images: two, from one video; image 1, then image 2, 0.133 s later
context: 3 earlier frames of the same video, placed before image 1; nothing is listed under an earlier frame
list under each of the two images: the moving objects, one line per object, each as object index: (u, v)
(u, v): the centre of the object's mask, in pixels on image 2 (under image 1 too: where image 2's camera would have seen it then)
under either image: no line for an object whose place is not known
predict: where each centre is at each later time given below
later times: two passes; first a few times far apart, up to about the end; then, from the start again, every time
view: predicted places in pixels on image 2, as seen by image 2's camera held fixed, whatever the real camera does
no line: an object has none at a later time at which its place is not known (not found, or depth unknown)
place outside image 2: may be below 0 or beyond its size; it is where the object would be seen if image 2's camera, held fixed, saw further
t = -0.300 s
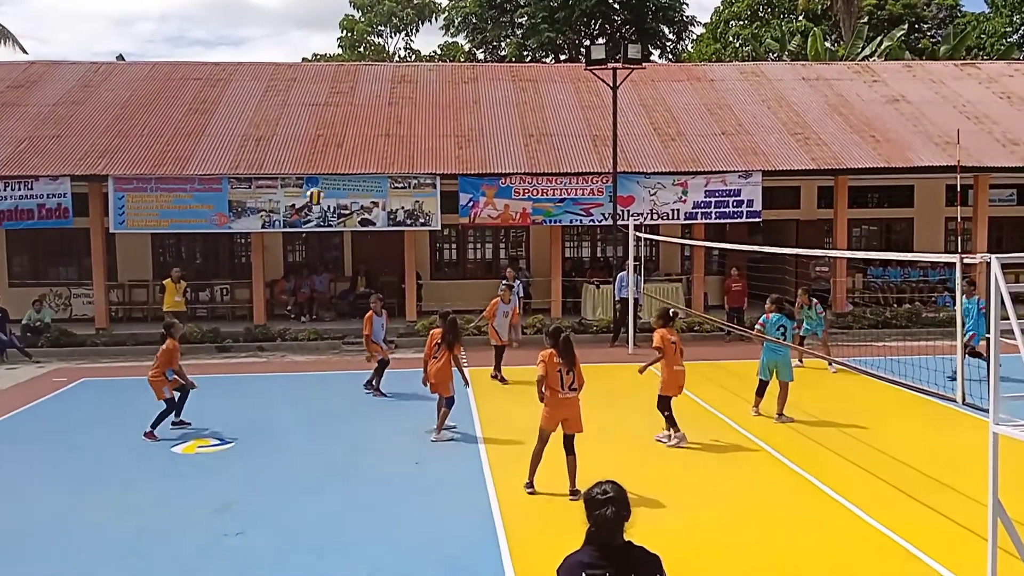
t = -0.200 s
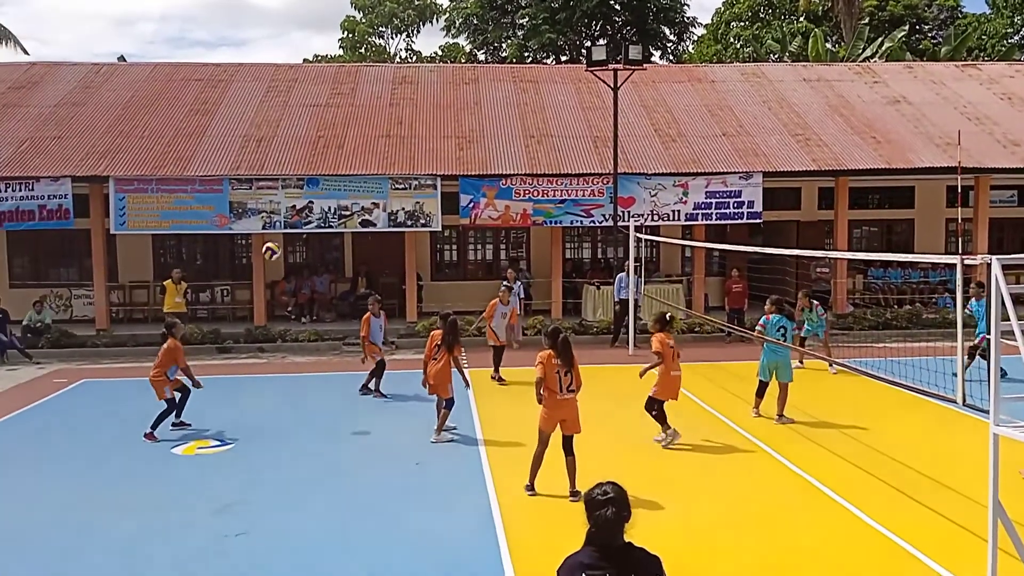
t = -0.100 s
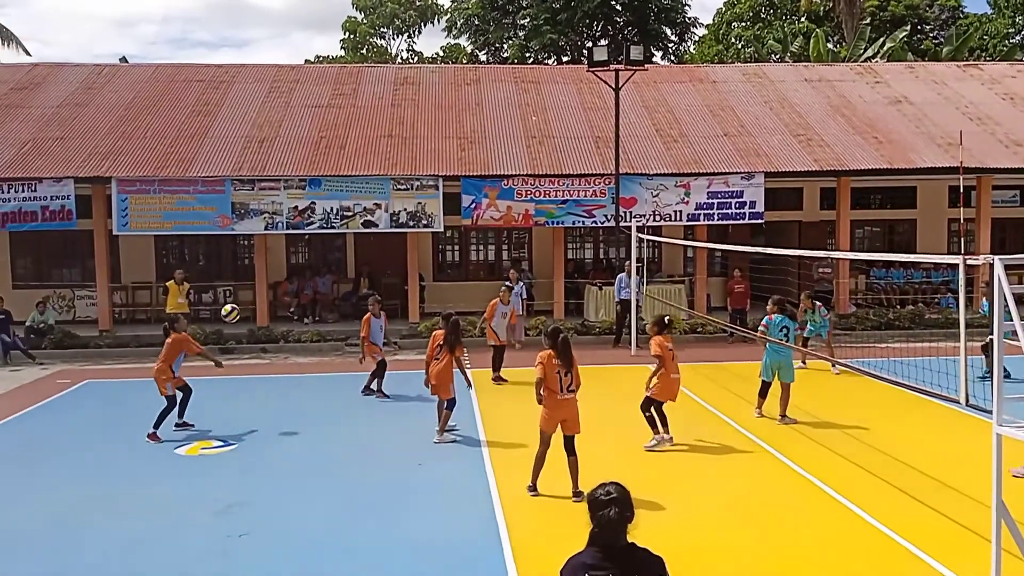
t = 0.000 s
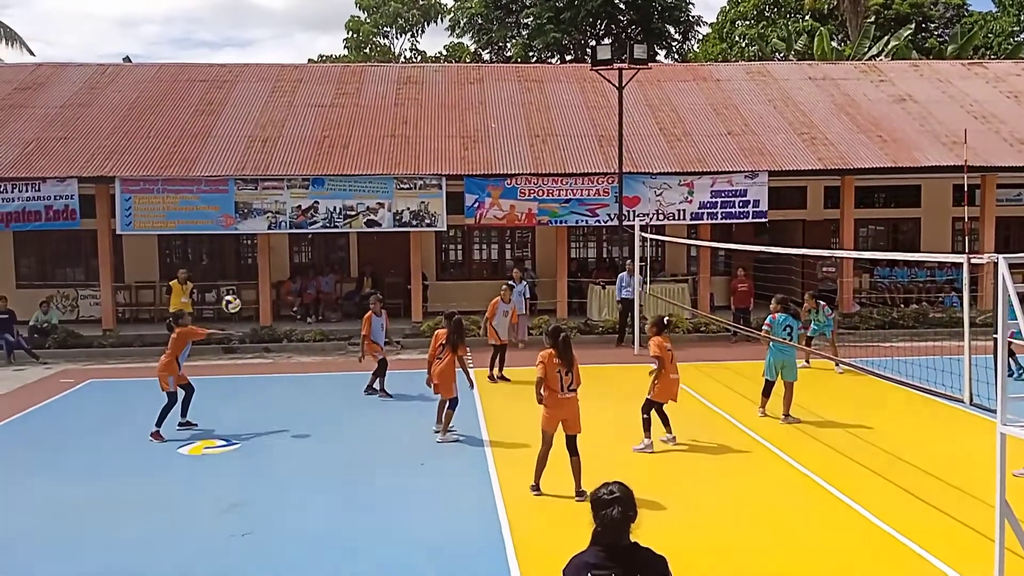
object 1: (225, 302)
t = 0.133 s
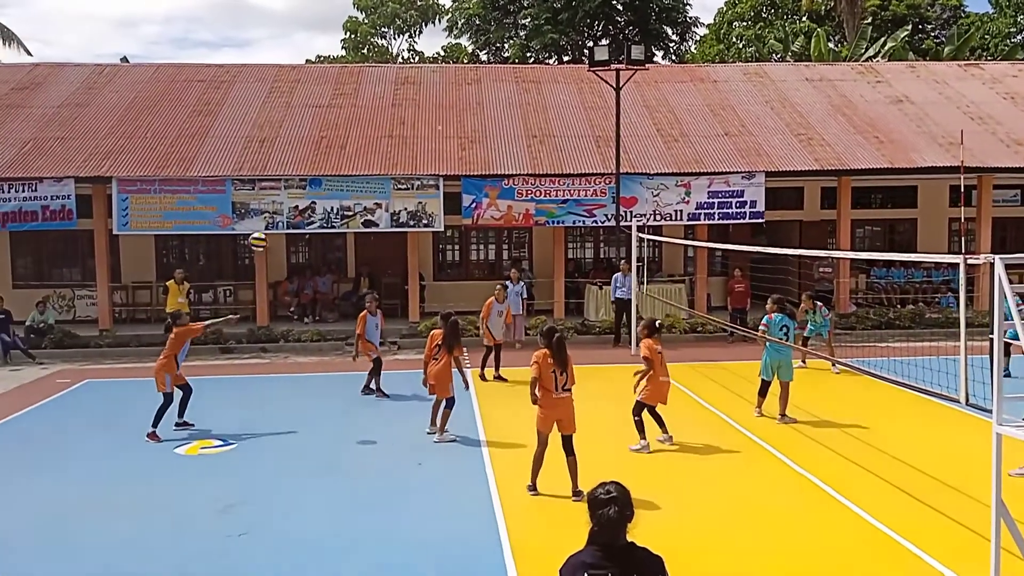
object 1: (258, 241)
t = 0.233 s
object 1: (280, 201)
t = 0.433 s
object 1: (331, 146)
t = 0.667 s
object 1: (395, 125)
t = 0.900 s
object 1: (466, 154)
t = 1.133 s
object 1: (535, 234)
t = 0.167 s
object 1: (265, 224)
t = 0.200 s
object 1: (272, 213)
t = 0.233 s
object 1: (280, 201)
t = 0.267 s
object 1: (290, 191)
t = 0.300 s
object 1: (298, 181)
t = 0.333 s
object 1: (305, 171)
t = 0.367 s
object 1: (314, 163)
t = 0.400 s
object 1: (322, 153)
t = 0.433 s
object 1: (331, 146)
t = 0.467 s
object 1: (340, 140)
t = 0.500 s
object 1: (351, 137)
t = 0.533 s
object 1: (360, 133)
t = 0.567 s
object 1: (368, 128)
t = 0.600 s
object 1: (376, 126)
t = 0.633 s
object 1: (385, 126)
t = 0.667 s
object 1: (395, 125)
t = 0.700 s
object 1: (406, 127)
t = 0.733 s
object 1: (414, 129)
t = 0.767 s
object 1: (423, 131)
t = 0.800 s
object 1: (434, 134)
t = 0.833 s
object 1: (444, 139)
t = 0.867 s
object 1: (455, 145)
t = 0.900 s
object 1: (466, 154)
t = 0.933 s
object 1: (476, 163)
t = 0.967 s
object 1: (485, 172)
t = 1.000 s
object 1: (494, 180)
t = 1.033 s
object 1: (504, 193)
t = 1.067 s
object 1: (516, 207)
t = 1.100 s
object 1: (526, 221)
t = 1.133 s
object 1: (535, 234)
